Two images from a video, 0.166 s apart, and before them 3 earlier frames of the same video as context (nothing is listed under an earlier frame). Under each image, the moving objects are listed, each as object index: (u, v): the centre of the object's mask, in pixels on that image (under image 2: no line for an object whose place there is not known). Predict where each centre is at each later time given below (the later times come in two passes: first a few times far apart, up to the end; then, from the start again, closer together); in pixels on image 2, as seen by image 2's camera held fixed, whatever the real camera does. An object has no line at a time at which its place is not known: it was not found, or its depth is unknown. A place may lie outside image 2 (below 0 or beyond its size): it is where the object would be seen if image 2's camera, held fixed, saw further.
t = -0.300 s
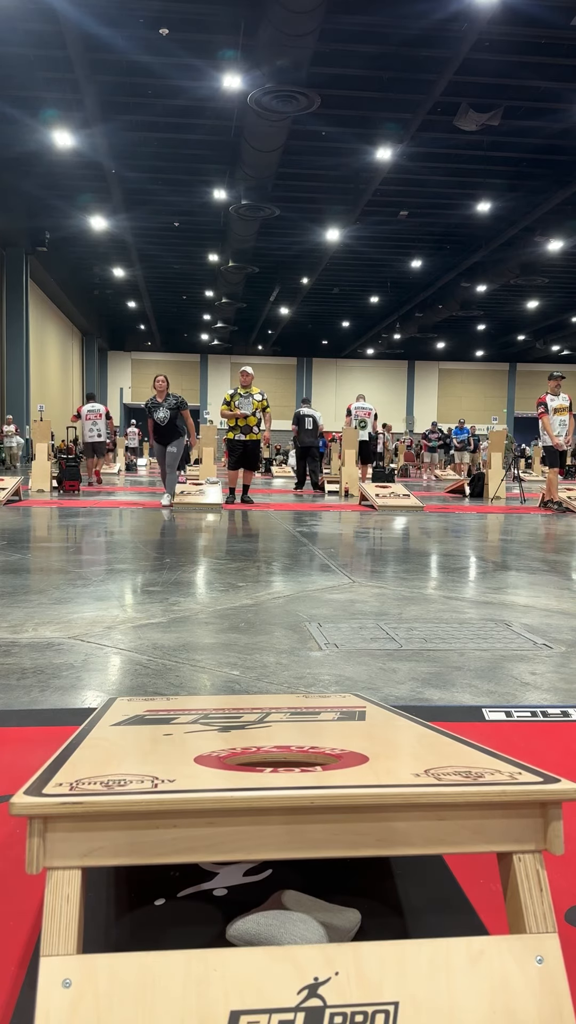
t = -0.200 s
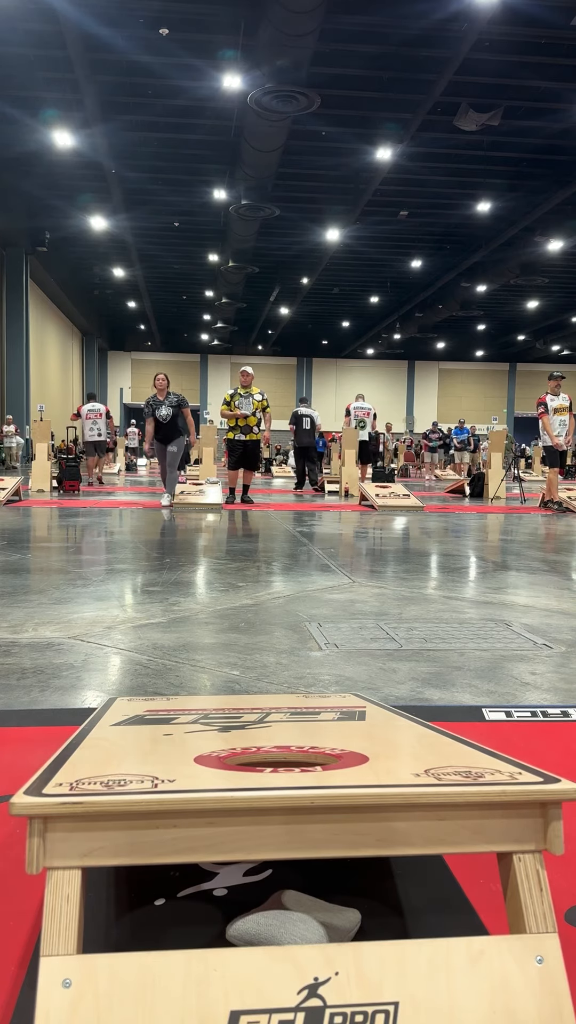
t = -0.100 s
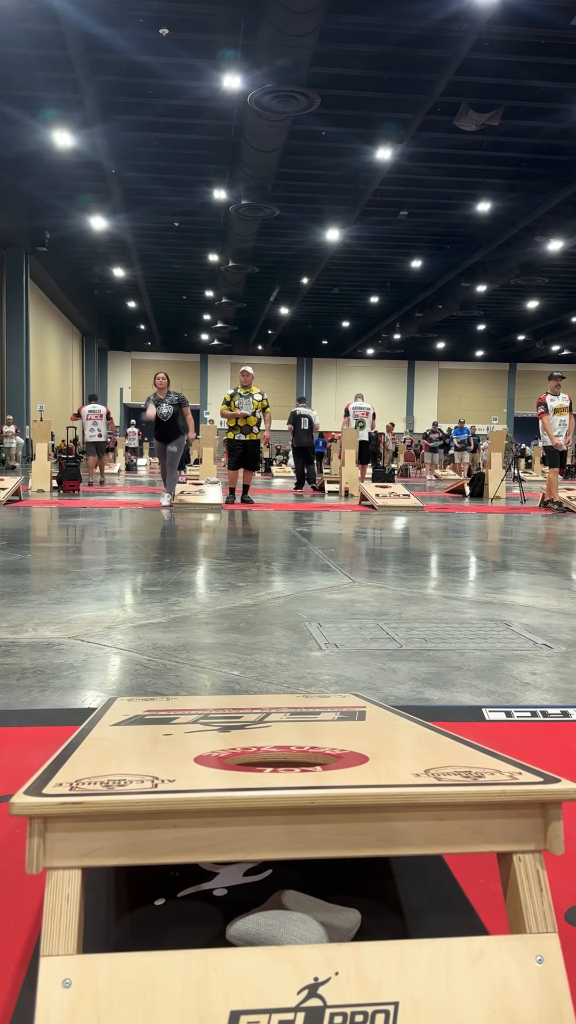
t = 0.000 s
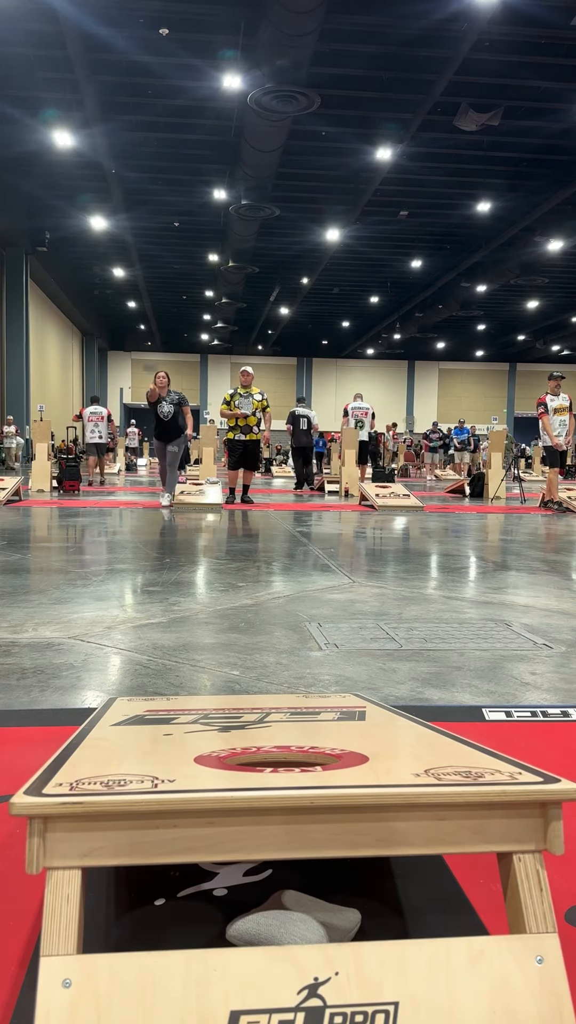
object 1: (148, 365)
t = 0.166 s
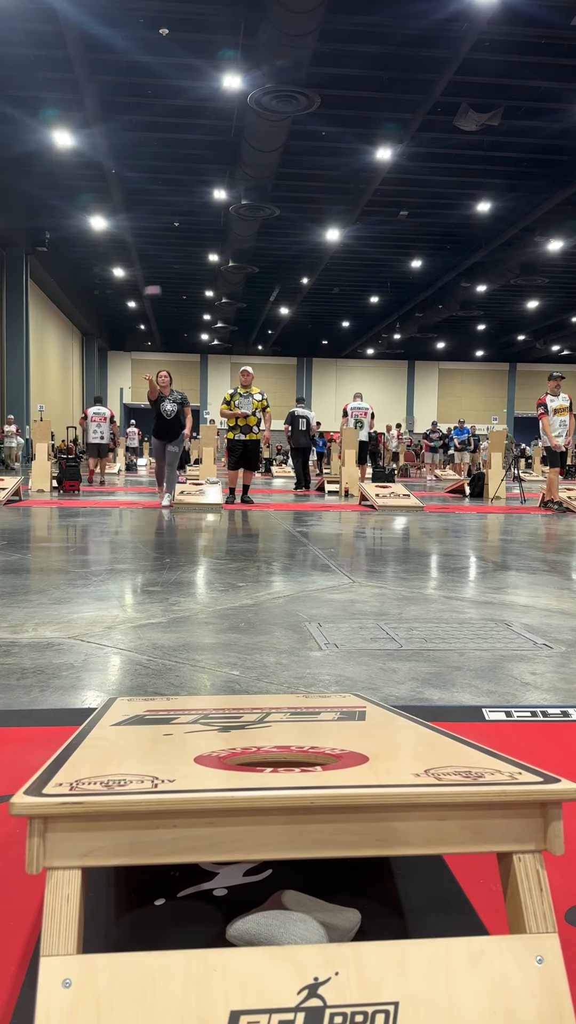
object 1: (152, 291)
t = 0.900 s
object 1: (189, 280)
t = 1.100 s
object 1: (227, 666)
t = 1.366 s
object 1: (266, 718)
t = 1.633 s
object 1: (281, 724)
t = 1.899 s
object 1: (280, 724)
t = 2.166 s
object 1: (281, 724)
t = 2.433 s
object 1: (281, 724)
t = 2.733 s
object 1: (280, 724)
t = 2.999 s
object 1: (281, 724)
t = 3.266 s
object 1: (281, 724)
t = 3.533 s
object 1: (280, 724)
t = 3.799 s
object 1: (280, 724)
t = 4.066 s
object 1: (280, 724)
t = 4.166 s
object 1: (280, 724)
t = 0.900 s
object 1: (189, 280)
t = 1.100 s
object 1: (227, 666)
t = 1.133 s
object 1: (231, 695)
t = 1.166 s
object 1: (234, 693)
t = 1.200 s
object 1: (240, 695)
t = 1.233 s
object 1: (246, 700)
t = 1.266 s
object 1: (251, 704)
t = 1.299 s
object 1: (256, 709)
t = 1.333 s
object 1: (260, 715)
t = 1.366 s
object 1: (266, 718)
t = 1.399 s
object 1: (271, 721)
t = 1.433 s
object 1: (275, 722)
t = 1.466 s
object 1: (278, 722)
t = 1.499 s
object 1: (280, 723)
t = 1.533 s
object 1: (280, 724)
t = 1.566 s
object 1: (281, 724)
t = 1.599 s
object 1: (281, 724)
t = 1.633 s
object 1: (281, 724)
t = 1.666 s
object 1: (281, 724)
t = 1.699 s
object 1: (281, 724)
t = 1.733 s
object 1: (281, 724)
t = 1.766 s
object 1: (281, 724)
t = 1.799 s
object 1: (281, 724)
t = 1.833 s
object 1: (281, 724)
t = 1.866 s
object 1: (281, 724)
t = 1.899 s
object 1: (280, 724)
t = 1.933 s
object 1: (281, 724)
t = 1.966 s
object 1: (280, 724)
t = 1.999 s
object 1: (281, 724)
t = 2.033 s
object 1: (281, 724)
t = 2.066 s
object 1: (281, 724)
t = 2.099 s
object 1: (281, 724)
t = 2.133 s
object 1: (281, 724)
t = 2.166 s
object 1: (281, 724)
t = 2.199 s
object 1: (281, 724)
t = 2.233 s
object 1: (281, 724)
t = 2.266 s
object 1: (281, 724)
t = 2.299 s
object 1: (281, 724)
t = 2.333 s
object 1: (281, 724)
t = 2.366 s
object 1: (281, 724)
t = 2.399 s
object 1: (281, 724)
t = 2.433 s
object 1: (281, 724)
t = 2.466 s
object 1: (281, 724)
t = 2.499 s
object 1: (281, 724)
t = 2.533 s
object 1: (281, 724)
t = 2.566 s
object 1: (281, 724)
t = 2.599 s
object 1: (281, 724)
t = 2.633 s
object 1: (280, 724)
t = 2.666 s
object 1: (281, 724)
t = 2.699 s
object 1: (280, 724)
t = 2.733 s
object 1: (280, 724)
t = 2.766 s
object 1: (281, 724)
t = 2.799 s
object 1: (280, 724)
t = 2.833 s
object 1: (281, 724)
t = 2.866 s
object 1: (280, 724)
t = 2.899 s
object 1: (281, 724)
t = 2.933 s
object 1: (280, 724)
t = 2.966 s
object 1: (281, 724)
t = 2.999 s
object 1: (281, 724)
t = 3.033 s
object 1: (280, 724)
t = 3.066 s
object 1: (281, 724)
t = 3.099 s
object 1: (280, 724)
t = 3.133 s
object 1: (281, 724)
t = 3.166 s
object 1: (280, 724)
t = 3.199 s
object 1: (281, 724)
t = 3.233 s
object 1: (280, 724)
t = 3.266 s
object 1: (281, 724)
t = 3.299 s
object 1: (280, 724)
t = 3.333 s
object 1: (280, 724)
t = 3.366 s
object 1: (281, 724)
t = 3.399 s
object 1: (280, 724)
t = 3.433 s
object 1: (280, 724)
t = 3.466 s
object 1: (280, 724)
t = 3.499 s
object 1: (281, 724)
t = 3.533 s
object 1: (280, 724)
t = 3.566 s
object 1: (281, 724)
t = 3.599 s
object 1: (280, 724)
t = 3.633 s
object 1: (281, 724)
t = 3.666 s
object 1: (280, 724)
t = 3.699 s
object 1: (280, 724)
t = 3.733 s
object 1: (280, 724)
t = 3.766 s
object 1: (280, 724)
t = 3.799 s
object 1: (280, 724)
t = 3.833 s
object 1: (280, 724)
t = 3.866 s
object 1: (280, 724)
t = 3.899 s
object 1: (280, 724)
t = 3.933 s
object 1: (280, 724)
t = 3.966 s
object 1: (280, 724)
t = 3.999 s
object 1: (280, 724)
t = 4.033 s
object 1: (280, 724)
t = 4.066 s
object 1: (280, 724)
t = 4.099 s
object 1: (280, 724)
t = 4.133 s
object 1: (280, 724)
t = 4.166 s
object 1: (280, 724)
